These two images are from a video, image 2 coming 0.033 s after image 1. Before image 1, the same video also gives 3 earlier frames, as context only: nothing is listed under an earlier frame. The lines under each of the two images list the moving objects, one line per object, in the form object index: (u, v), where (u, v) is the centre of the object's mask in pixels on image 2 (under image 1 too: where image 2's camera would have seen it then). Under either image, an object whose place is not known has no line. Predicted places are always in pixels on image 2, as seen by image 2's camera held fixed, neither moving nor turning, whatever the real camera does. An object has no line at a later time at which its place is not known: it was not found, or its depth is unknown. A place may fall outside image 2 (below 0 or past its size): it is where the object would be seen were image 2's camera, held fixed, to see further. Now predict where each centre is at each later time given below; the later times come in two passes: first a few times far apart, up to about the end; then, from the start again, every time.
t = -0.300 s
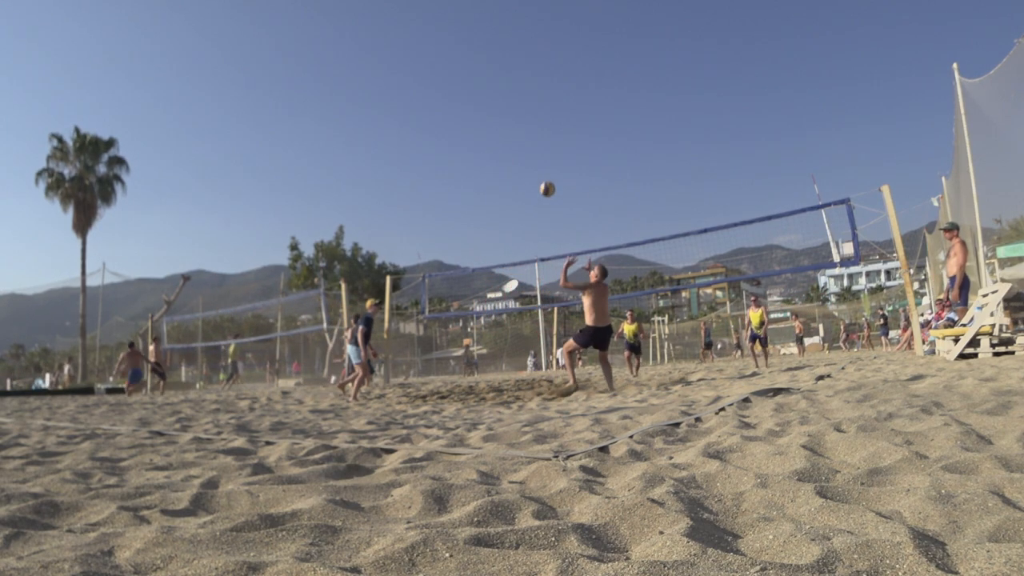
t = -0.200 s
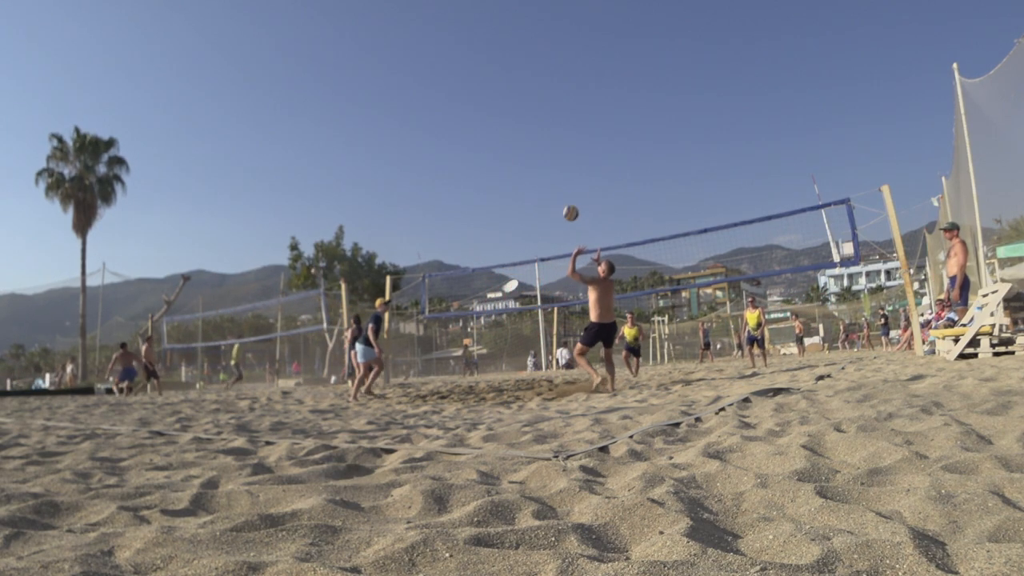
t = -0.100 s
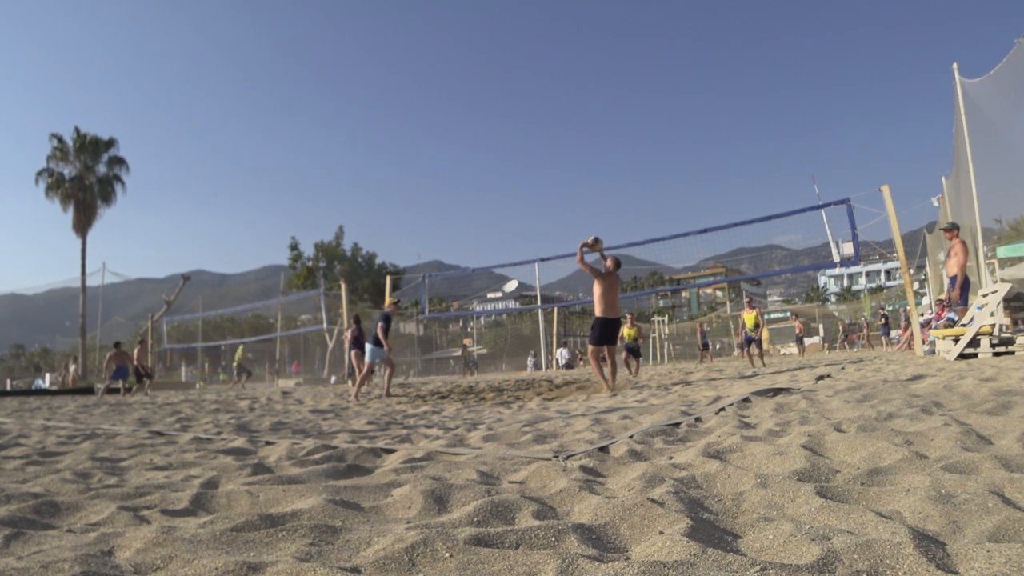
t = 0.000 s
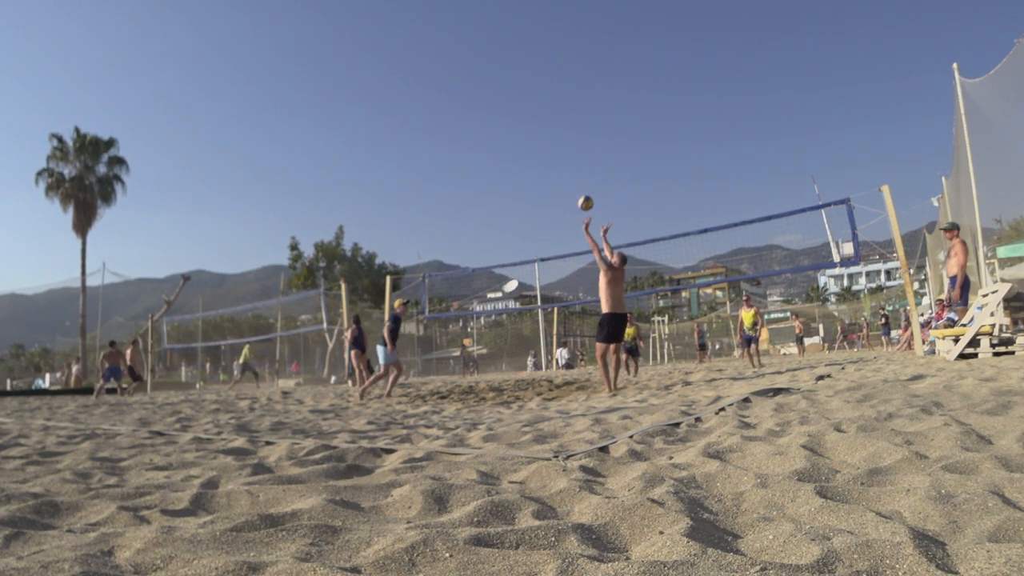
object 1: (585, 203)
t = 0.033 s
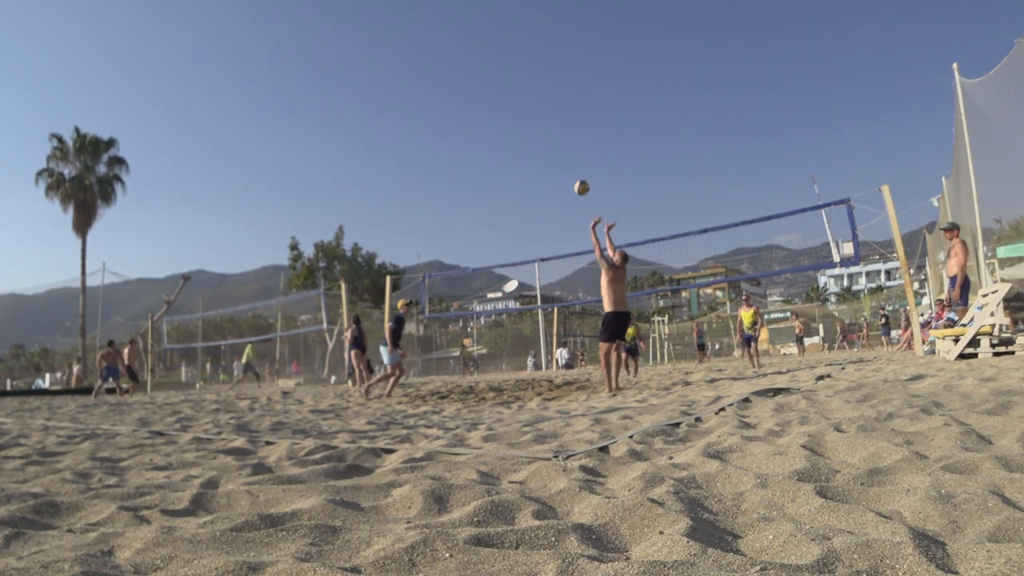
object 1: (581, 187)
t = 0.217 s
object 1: (563, 121)
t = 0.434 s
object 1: (548, 77)
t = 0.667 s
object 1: (536, 64)
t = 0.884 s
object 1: (529, 79)
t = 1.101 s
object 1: (525, 117)
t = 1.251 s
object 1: (524, 158)
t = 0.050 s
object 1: (580, 180)
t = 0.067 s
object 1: (577, 173)
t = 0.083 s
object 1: (576, 166)
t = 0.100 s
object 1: (574, 159)
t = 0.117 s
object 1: (572, 153)
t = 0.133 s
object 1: (571, 147)
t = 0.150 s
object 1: (569, 141)
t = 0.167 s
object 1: (567, 136)
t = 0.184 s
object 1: (566, 130)
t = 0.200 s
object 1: (564, 126)
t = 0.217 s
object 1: (563, 121)
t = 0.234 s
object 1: (562, 116)
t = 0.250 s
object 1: (560, 111)
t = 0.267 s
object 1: (559, 107)
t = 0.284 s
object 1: (558, 103)
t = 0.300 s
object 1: (557, 99)
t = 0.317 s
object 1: (556, 96)
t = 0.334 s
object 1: (555, 92)
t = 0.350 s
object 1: (553, 89)
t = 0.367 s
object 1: (552, 86)
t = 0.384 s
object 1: (551, 84)
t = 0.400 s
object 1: (550, 81)
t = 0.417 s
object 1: (549, 79)
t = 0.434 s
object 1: (548, 77)
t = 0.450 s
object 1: (547, 74)
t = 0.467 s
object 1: (546, 73)
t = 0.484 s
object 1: (545, 71)
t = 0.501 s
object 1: (544, 70)
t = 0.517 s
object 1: (543, 68)
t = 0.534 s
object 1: (543, 67)
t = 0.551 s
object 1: (542, 67)
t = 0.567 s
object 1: (541, 66)
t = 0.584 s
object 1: (540, 65)
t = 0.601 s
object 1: (539, 64)
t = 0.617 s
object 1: (539, 64)
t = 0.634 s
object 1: (538, 64)
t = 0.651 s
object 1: (537, 64)
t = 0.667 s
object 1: (536, 64)
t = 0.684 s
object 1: (536, 65)
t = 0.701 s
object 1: (535, 65)
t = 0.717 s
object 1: (534, 66)
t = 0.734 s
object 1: (534, 66)
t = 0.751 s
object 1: (533, 67)
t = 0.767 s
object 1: (532, 68)
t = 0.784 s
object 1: (532, 69)
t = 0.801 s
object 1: (531, 71)
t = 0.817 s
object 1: (531, 72)
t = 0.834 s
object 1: (531, 74)
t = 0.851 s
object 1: (530, 75)
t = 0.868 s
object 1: (529, 77)
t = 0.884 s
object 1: (529, 79)
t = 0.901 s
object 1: (529, 81)
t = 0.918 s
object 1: (528, 83)
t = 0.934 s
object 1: (528, 86)
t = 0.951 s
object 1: (528, 88)
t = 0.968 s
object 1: (527, 91)
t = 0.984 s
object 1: (527, 94)
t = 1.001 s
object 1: (527, 97)
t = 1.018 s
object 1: (526, 100)
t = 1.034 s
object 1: (526, 103)
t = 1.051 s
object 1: (526, 106)
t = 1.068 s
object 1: (526, 110)
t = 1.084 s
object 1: (525, 114)
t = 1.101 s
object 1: (525, 117)
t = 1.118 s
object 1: (525, 121)
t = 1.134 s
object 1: (525, 125)
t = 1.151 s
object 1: (525, 130)
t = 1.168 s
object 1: (525, 134)
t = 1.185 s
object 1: (525, 138)
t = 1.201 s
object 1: (524, 143)
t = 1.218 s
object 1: (524, 148)
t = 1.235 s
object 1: (524, 153)
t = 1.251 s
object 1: (524, 158)
